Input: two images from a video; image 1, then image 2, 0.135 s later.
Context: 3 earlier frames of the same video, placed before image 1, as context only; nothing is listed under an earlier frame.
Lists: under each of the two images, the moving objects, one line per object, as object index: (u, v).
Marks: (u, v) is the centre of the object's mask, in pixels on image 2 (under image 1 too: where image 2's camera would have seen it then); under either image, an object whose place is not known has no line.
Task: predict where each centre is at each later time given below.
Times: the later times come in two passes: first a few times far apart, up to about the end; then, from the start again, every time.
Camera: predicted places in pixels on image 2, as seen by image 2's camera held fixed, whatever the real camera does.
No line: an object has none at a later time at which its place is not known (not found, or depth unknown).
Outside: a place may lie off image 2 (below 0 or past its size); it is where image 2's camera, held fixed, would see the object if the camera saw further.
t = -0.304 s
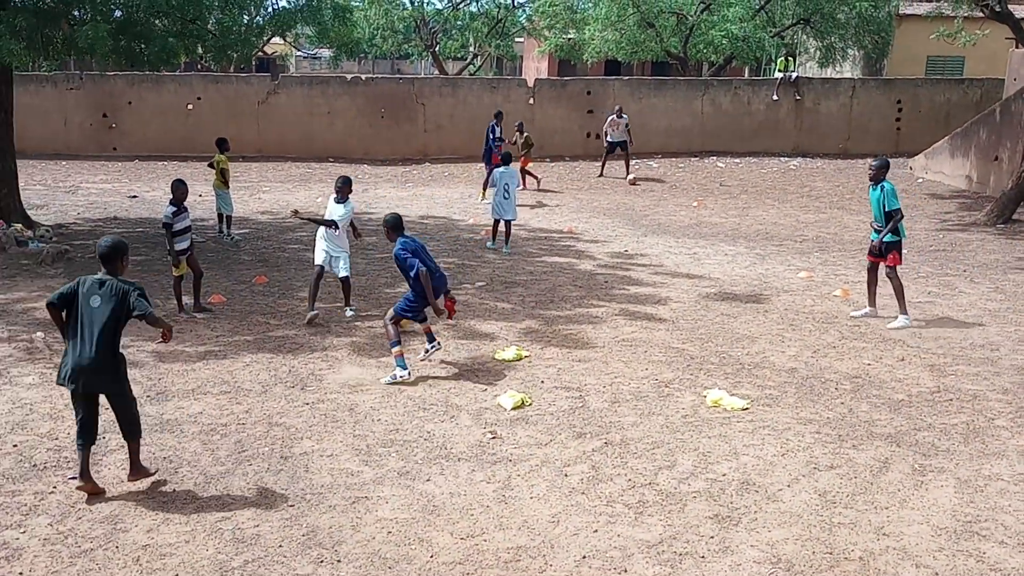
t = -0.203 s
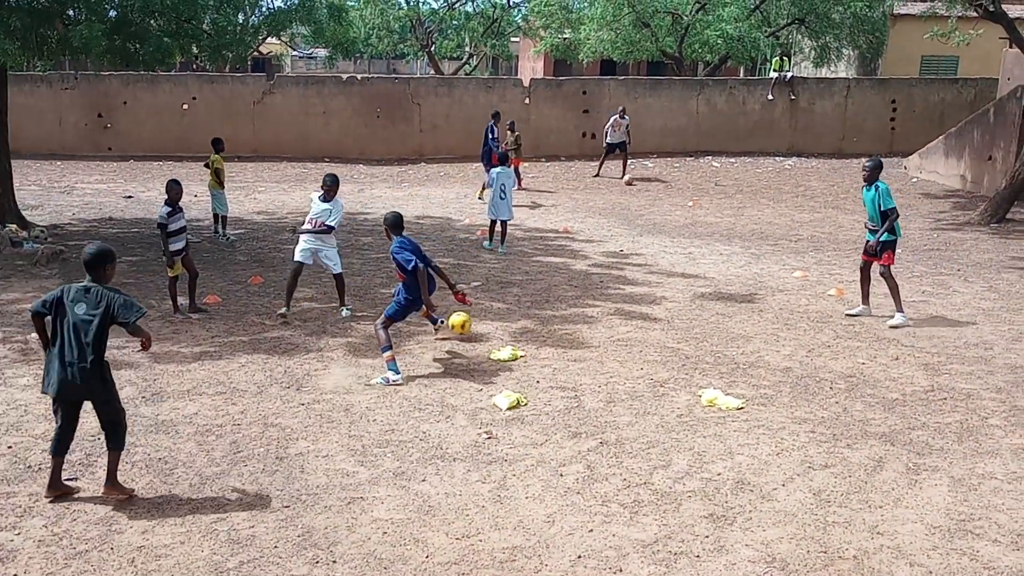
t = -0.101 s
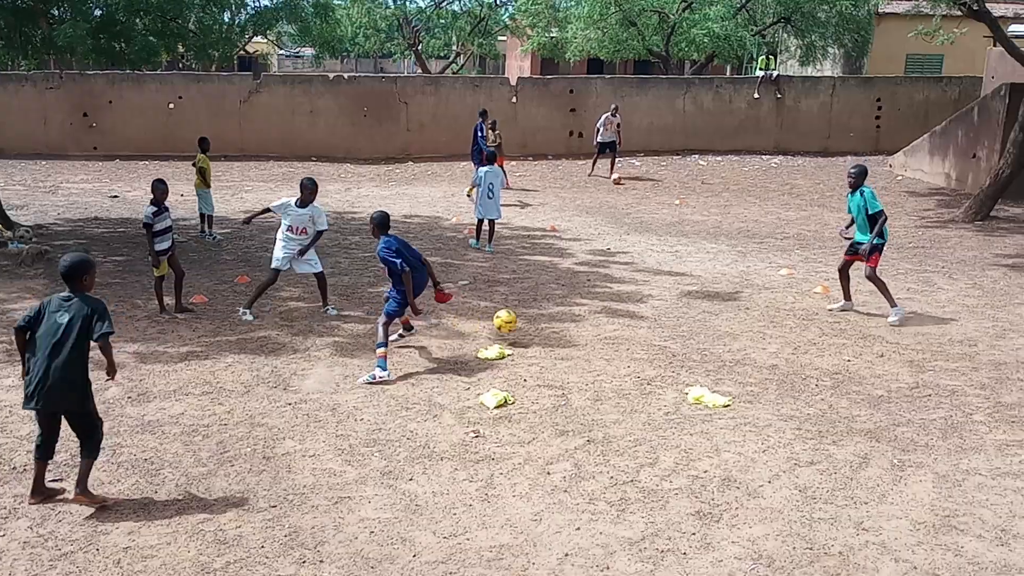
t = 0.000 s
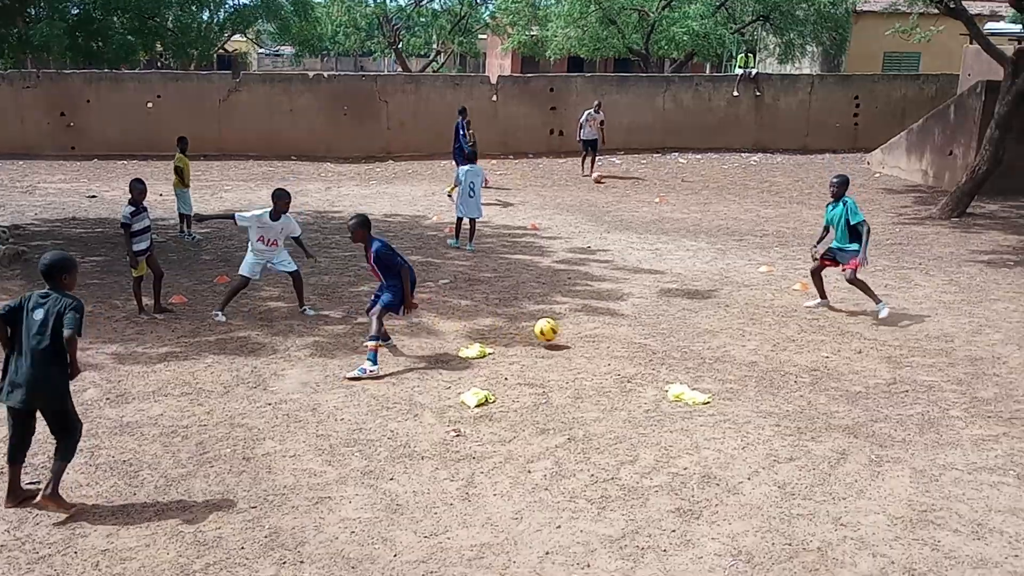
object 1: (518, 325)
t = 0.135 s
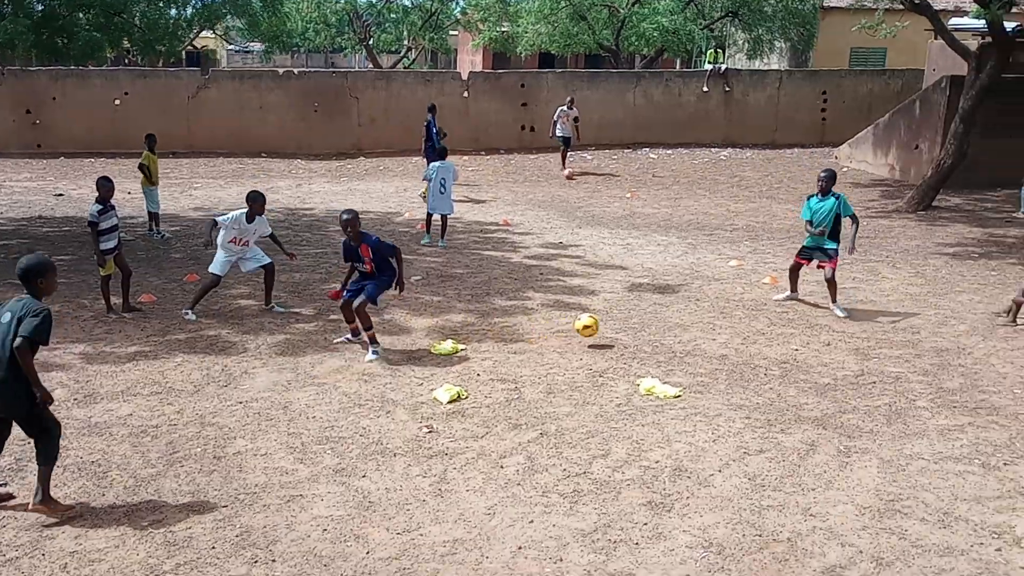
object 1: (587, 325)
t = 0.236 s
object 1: (635, 327)
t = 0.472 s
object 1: (742, 339)
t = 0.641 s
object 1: (818, 345)
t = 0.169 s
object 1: (603, 324)
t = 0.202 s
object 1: (619, 325)
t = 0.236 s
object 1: (635, 327)
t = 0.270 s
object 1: (651, 331)
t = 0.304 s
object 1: (667, 335)
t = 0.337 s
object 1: (683, 338)
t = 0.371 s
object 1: (698, 337)
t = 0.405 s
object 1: (712, 336)
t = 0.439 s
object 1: (727, 337)
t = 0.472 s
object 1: (742, 339)
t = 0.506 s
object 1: (757, 343)
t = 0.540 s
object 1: (772, 344)
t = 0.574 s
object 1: (787, 343)
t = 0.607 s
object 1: (802, 343)
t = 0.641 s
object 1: (818, 345)
